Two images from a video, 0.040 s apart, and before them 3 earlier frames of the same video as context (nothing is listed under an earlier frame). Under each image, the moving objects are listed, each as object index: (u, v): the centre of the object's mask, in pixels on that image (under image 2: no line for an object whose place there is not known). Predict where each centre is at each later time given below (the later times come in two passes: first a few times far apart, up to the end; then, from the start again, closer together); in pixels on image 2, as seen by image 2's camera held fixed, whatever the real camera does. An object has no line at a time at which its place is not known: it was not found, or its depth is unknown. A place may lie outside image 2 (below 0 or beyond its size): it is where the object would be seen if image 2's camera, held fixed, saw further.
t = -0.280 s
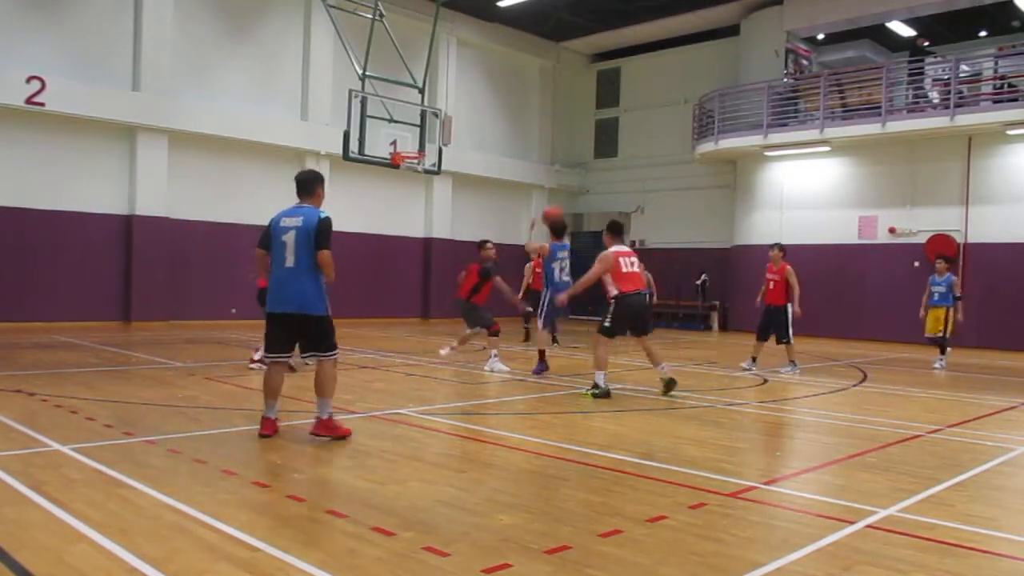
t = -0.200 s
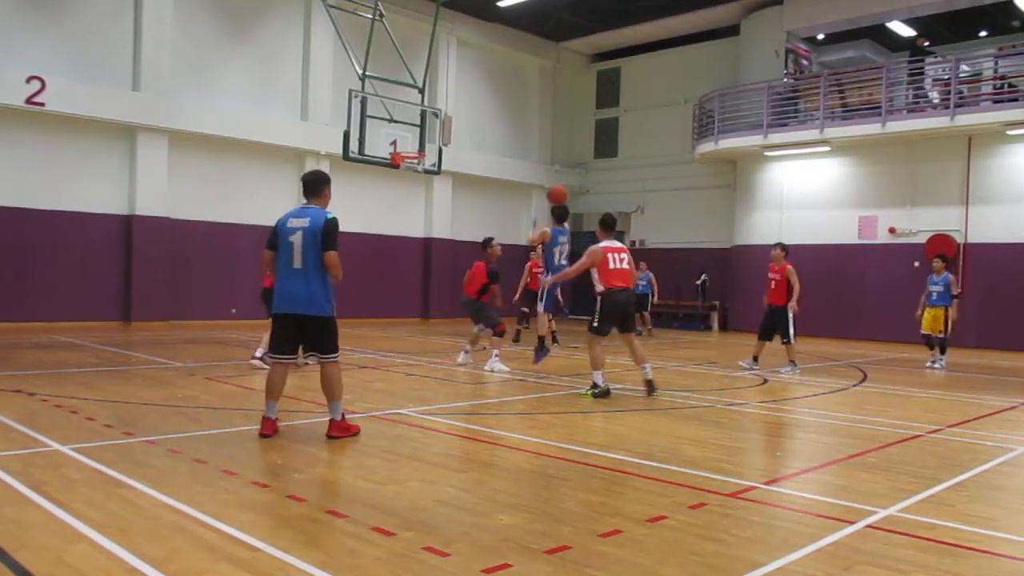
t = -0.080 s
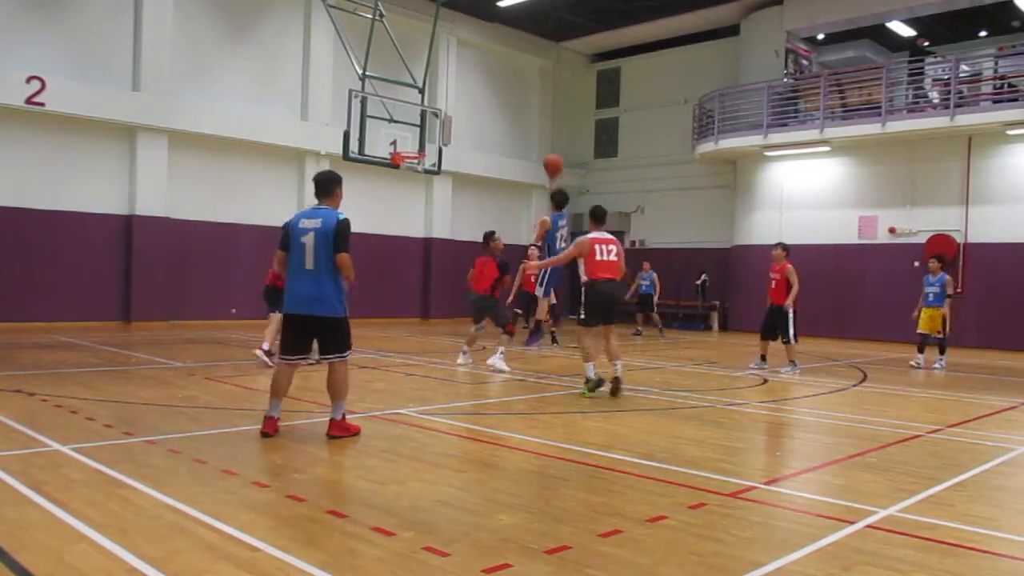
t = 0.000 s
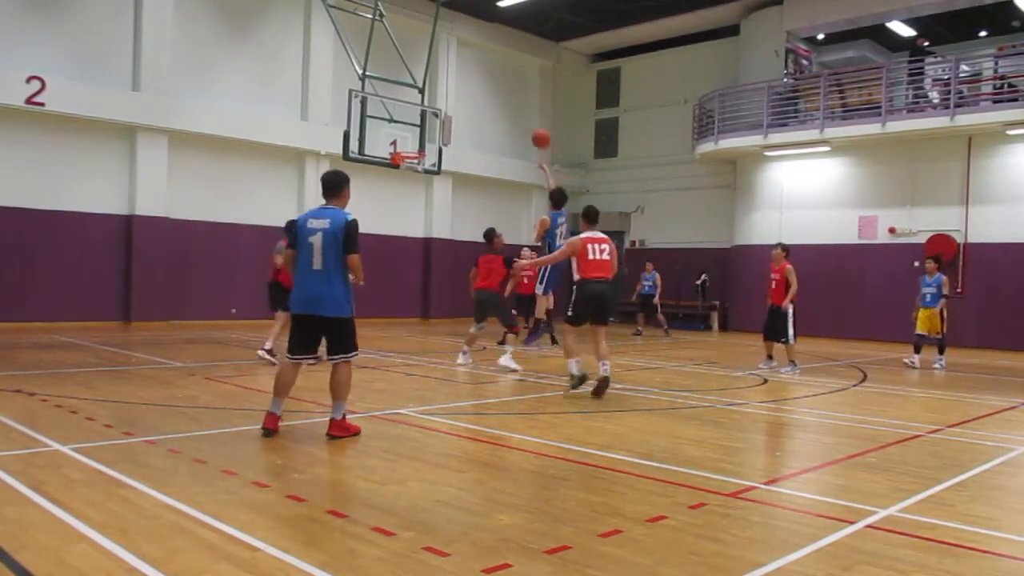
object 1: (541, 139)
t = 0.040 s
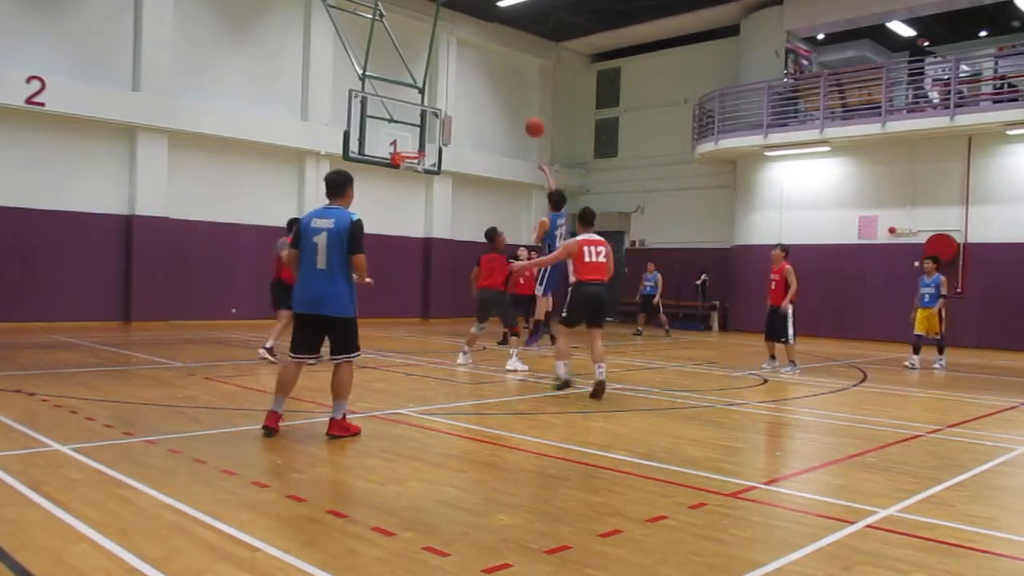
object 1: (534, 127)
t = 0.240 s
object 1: (504, 93)
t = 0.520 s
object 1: (466, 96)
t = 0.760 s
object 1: (436, 135)
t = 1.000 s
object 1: (475, 168)
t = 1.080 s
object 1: (495, 183)
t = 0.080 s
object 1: (528, 117)
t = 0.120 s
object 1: (522, 109)
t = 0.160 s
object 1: (516, 102)
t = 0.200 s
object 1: (509, 97)
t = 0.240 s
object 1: (504, 93)
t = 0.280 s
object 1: (498, 90)
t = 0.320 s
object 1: (493, 88)
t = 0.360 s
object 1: (487, 87)
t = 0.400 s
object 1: (482, 88)
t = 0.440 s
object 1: (476, 89)
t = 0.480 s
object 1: (471, 92)
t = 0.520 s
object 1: (466, 96)
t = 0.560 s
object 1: (461, 100)
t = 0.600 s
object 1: (456, 106)
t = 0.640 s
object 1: (451, 111)
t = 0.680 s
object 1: (446, 118)
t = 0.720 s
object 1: (442, 127)
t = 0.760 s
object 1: (436, 135)
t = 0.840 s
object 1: (433, 152)
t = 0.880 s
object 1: (444, 155)
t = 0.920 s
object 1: (454, 159)
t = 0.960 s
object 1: (464, 163)
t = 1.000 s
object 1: (475, 168)
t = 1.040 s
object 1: (485, 174)
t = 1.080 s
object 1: (495, 183)
